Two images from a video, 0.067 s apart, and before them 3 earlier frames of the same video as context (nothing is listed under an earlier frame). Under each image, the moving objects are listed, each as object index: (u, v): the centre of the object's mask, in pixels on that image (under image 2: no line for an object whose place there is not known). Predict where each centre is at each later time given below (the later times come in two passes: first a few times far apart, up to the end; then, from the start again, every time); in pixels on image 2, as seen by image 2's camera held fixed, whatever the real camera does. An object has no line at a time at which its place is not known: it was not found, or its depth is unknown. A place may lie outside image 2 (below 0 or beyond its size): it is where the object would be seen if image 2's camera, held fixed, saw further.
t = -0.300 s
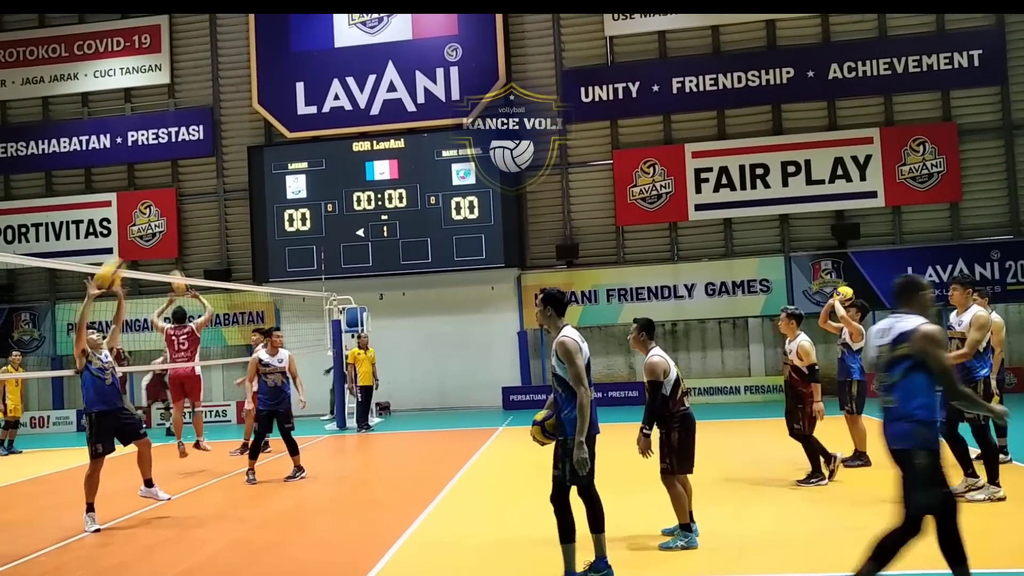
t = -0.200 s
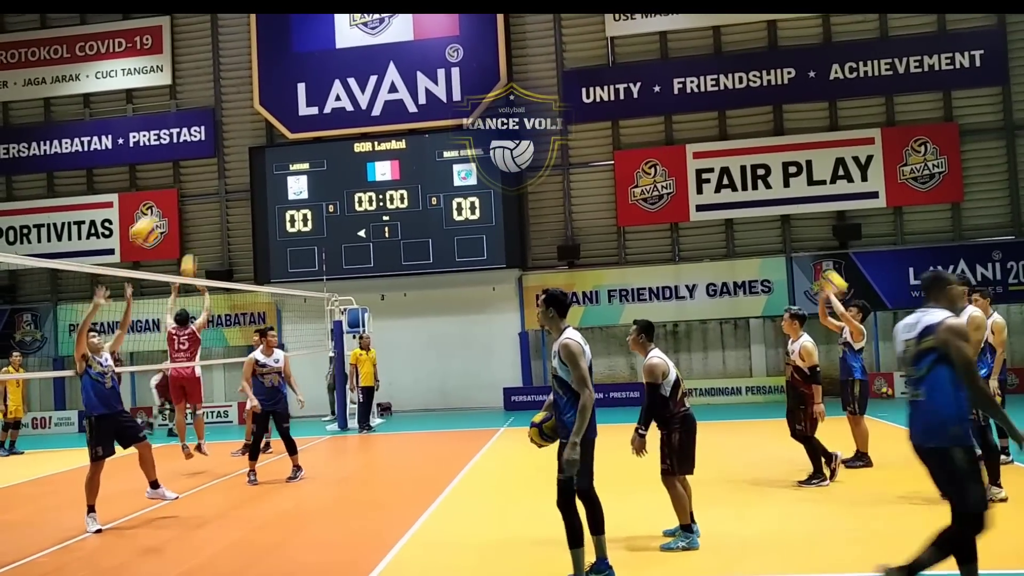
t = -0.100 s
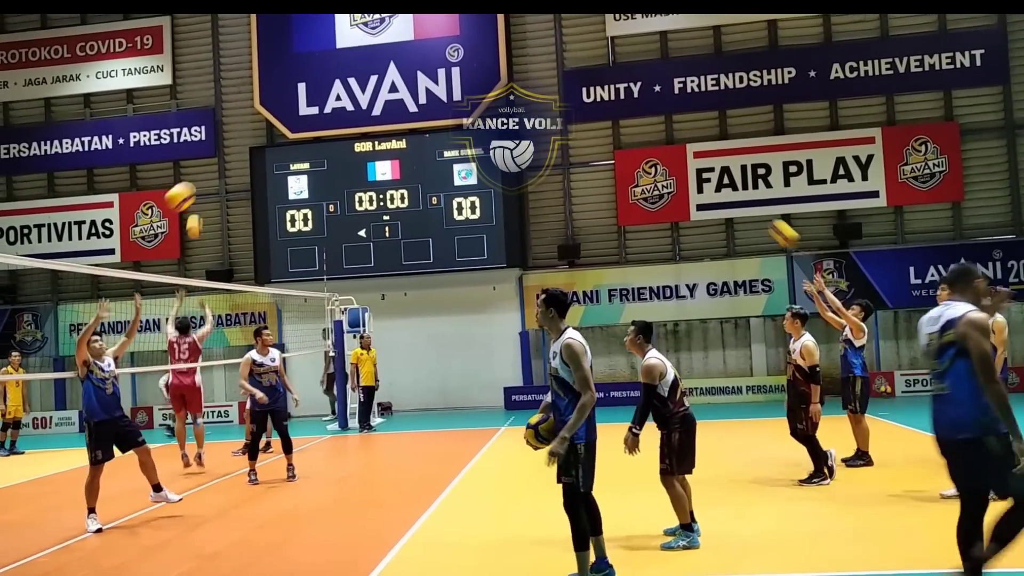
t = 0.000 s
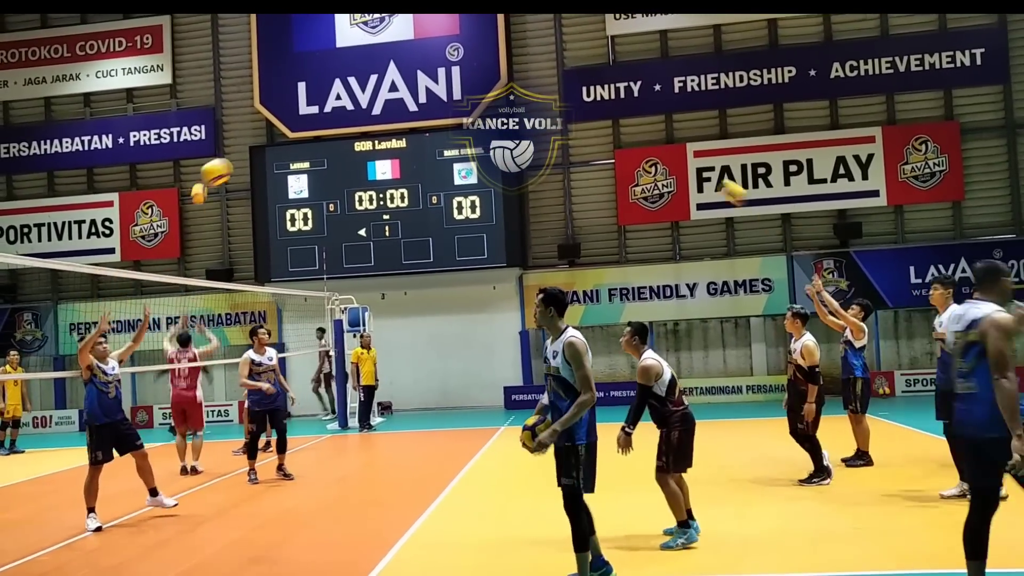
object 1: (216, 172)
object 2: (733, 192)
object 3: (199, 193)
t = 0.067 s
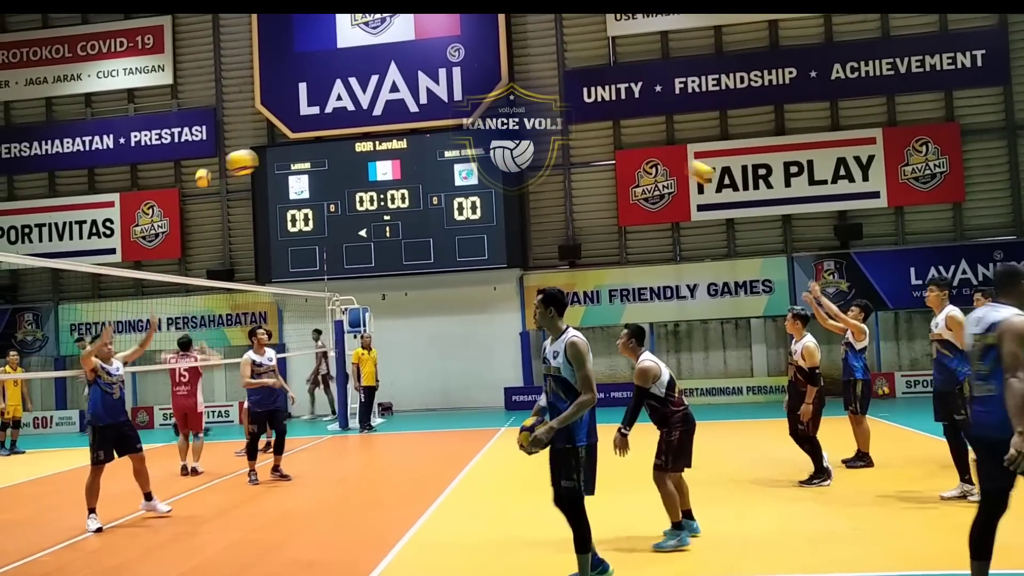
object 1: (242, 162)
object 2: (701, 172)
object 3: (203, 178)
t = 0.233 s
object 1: (305, 157)
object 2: (622, 137)
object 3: (210, 152)
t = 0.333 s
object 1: (345, 172)
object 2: (577, 128)
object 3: (214, 146)
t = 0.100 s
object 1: (255, 159)
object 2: (682, 163)
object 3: (204, 171)
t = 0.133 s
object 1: (267, 157)
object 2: (668, 156)
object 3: (205, 165)
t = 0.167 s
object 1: (279, 156)
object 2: (652, 148)
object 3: (207, 160)
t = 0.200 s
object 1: (292, 156)
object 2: (636, 142)
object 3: (208, 156)
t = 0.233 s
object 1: (305, 157)
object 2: (622, 137)
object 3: (210, 152)
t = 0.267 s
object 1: (319, 161)
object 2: (607, 133)
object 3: (211, 150)
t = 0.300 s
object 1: (332, 166)
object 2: (592, 130)
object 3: (213, 147)
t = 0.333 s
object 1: (345, 172)
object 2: (577, 128)
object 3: (214, 146)
